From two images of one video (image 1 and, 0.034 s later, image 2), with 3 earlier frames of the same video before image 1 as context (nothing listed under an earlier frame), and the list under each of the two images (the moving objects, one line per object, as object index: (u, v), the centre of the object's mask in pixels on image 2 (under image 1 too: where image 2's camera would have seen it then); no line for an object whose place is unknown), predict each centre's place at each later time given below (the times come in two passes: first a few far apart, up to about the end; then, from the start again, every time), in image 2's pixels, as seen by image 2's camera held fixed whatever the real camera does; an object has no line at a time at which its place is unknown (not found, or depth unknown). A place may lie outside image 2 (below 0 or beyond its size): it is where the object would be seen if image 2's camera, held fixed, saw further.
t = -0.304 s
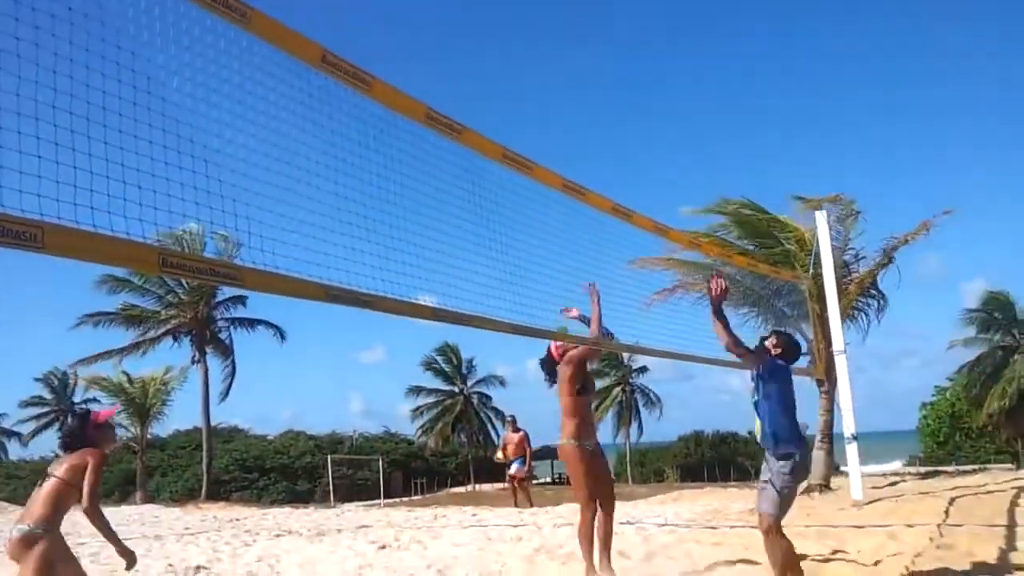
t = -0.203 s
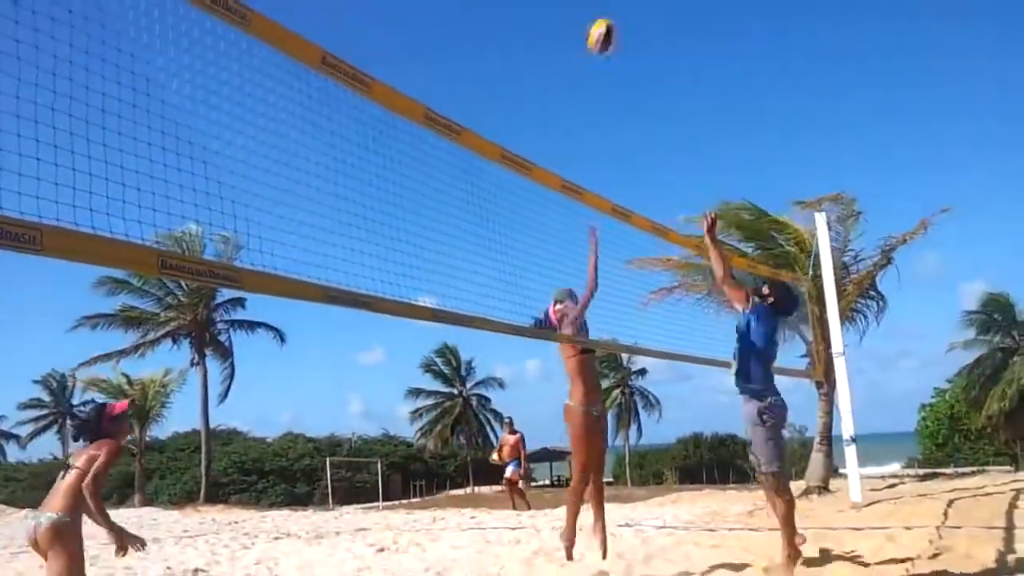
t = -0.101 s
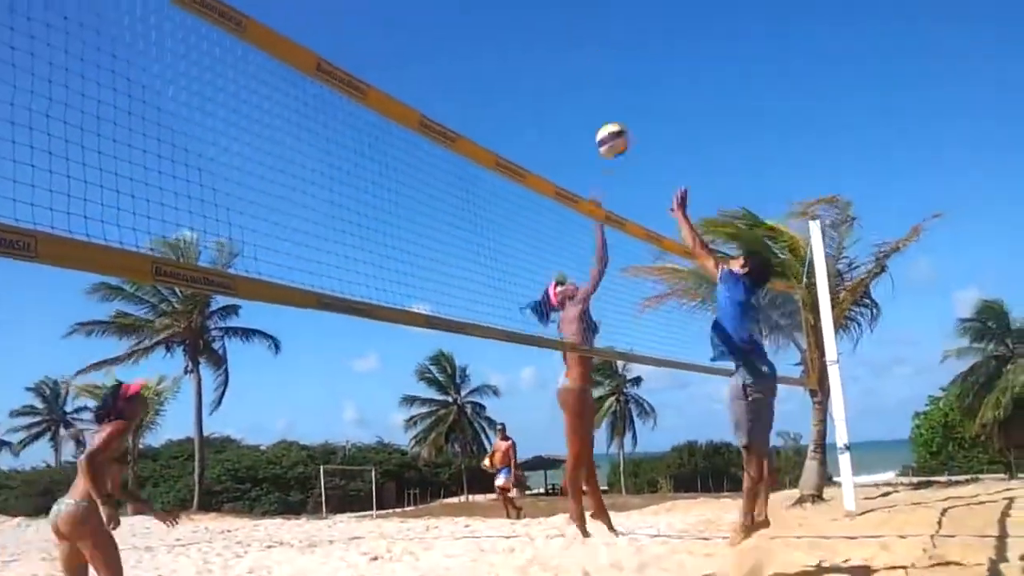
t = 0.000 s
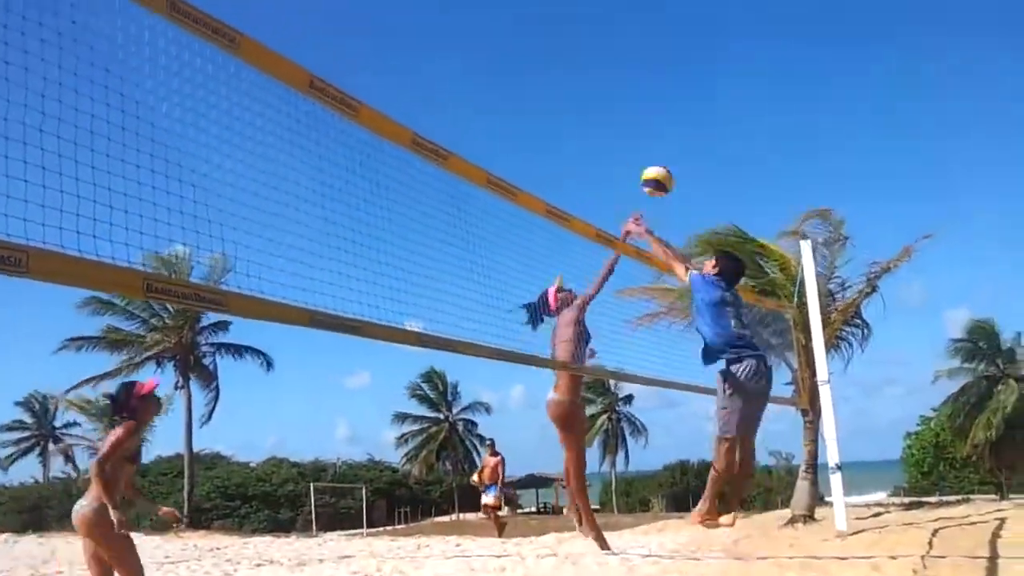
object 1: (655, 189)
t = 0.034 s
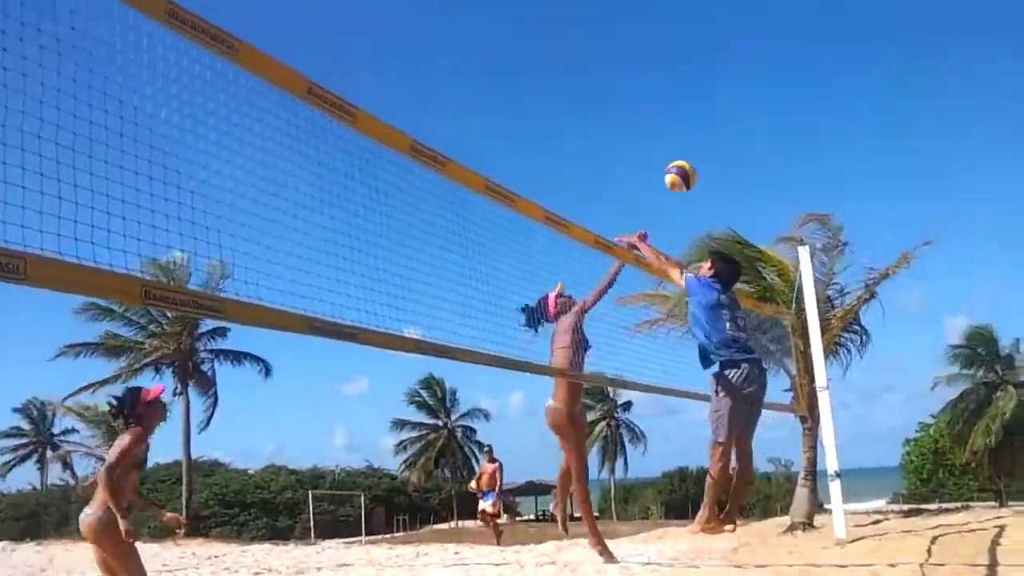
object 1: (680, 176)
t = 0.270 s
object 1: (846, 156)
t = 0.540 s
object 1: (1019, 219)
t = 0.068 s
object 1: (705, 168)
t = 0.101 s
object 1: (731, 163)
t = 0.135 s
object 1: (754, 157)
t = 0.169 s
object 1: (778, 155)
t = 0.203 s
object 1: (800, 153)
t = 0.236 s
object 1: (823, 156)
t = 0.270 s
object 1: (846, 156)
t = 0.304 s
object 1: (869, 160)
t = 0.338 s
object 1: (891, 165)
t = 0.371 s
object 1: (911, 171)
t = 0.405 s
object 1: (932, 177)
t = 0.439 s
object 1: (955, 186)
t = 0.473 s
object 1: (977, 194)
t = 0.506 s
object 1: (998, 205)
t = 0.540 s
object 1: (1019, 219)
